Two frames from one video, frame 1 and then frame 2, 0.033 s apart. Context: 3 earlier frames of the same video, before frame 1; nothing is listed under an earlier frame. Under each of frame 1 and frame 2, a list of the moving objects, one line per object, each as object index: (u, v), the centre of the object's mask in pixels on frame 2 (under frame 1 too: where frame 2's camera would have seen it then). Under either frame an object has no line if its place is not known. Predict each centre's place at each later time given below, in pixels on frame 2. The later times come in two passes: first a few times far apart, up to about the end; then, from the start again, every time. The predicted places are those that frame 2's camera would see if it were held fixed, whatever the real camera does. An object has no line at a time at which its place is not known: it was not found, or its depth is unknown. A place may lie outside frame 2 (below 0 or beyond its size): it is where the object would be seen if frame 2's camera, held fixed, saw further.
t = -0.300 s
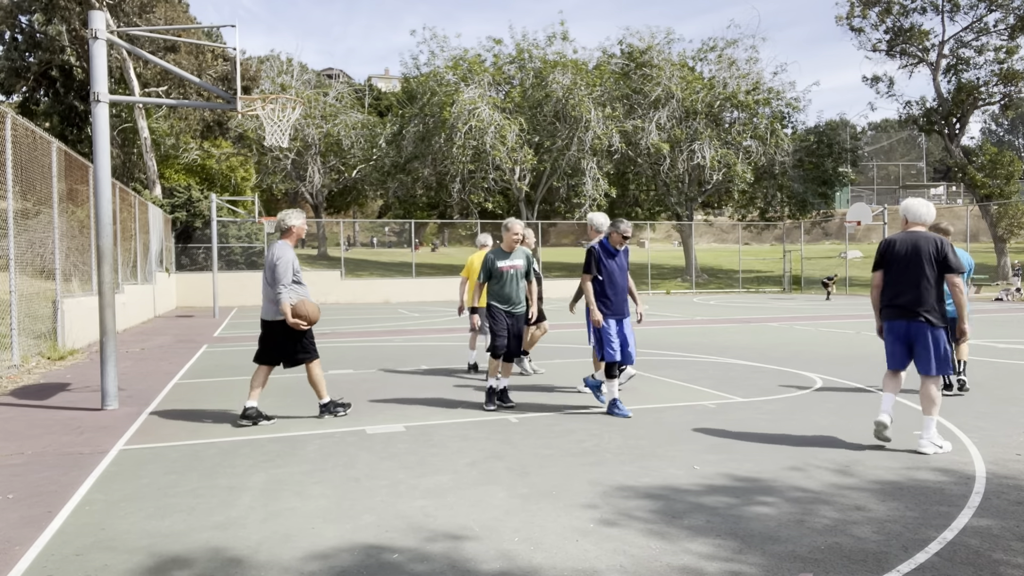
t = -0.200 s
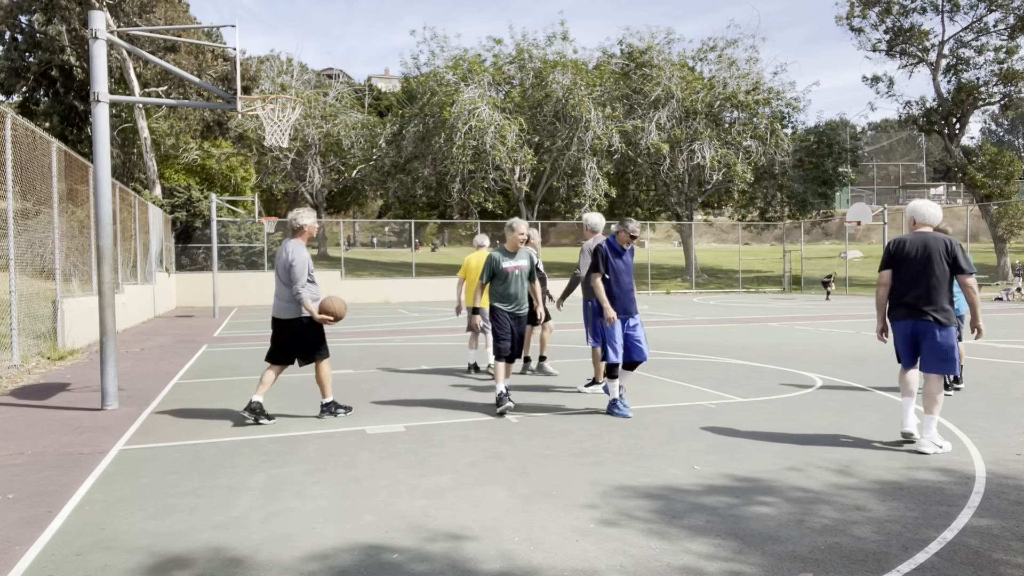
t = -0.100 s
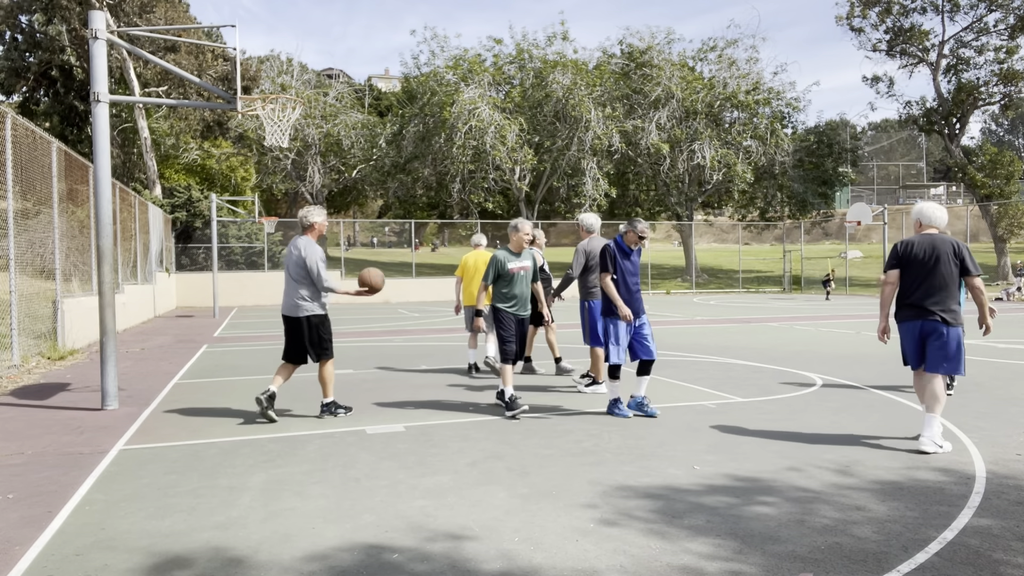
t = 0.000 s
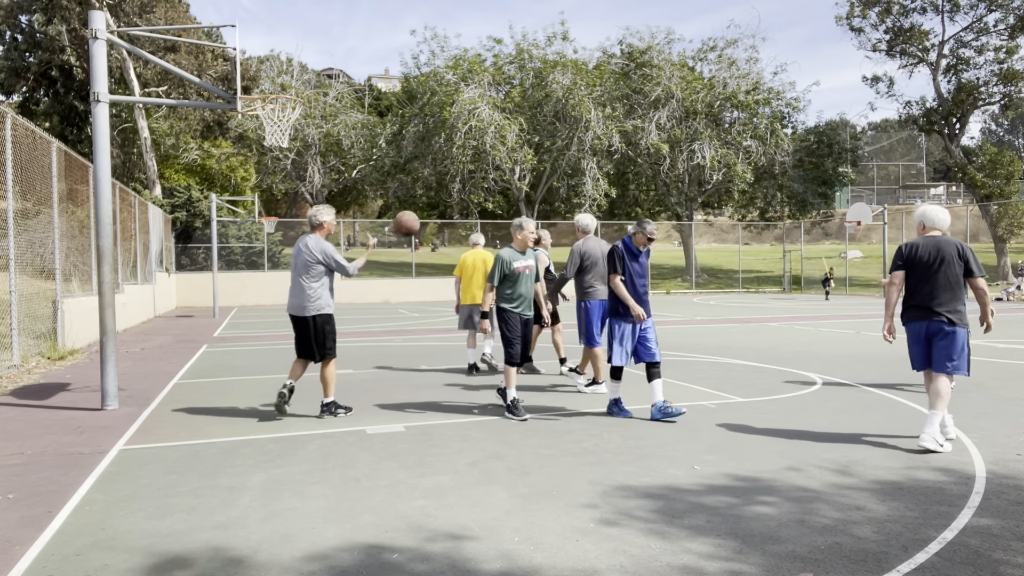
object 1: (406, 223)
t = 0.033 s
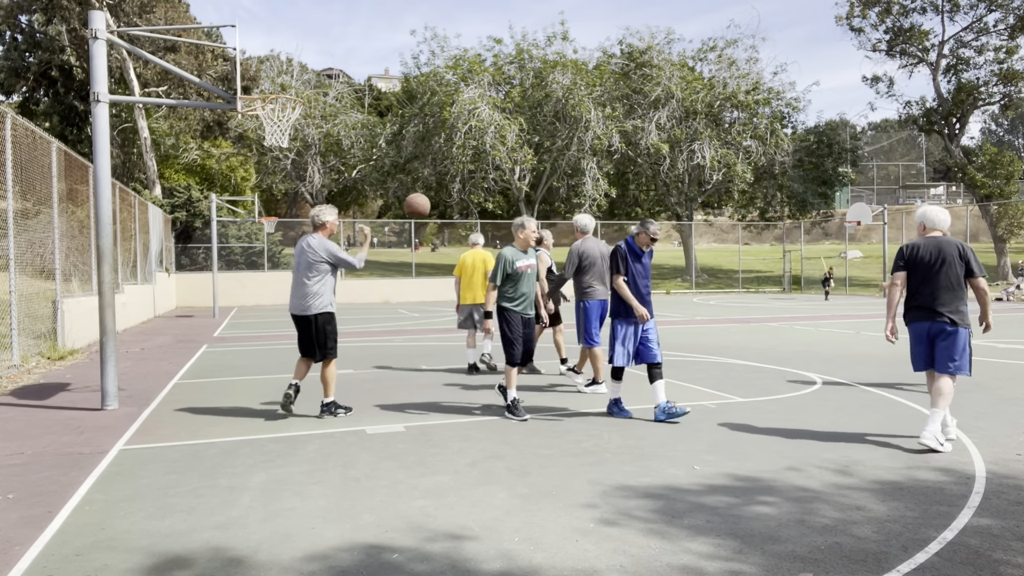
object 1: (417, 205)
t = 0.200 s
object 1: (468, 140)
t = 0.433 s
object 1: (535, 103)
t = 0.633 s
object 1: (587, 115)
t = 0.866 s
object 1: (645, 172)
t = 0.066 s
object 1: (427, 190)
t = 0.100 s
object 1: (438, 174)
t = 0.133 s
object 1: (448, 162)
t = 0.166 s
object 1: (459, 150)
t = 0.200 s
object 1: (468, 140)
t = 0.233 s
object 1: (478, 131)
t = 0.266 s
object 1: (488, 123)
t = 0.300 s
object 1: (497, 116)
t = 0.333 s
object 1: (507, 111)
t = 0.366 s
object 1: (516, 107)
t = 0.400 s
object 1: (526, 104)
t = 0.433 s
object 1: (535, 103)
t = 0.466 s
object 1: (544, 102)
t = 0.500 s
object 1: (553, 101)
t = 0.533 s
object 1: (562, 104)
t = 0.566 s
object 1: (570, 106)
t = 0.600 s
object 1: (579, 110)
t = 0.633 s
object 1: (587, 115)
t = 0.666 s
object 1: (595, 120)
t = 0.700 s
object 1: (604, 126)
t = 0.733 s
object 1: (612, 133)
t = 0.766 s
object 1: (621, 142)
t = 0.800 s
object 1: (629, 150)
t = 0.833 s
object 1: (637, 162)
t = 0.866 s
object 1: (645, 172)
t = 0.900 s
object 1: (652, 184)
